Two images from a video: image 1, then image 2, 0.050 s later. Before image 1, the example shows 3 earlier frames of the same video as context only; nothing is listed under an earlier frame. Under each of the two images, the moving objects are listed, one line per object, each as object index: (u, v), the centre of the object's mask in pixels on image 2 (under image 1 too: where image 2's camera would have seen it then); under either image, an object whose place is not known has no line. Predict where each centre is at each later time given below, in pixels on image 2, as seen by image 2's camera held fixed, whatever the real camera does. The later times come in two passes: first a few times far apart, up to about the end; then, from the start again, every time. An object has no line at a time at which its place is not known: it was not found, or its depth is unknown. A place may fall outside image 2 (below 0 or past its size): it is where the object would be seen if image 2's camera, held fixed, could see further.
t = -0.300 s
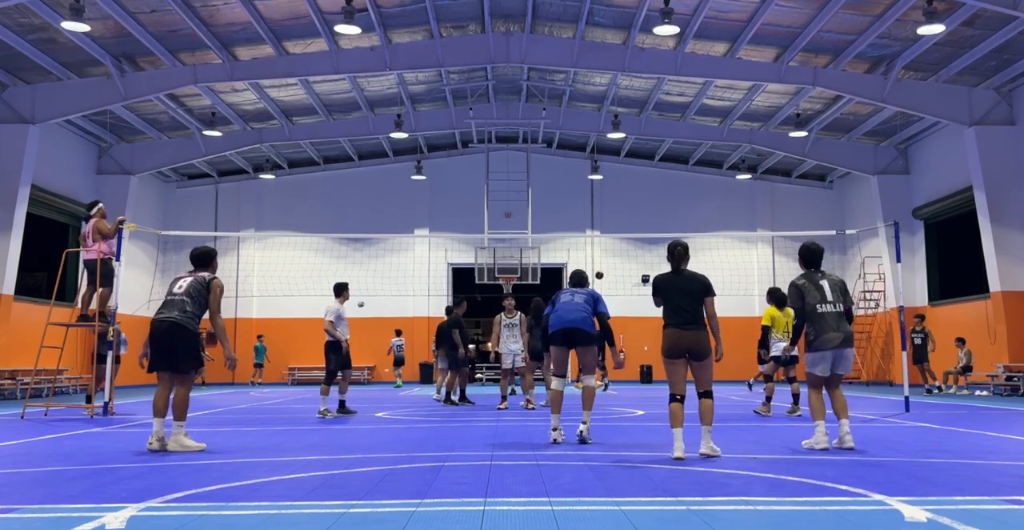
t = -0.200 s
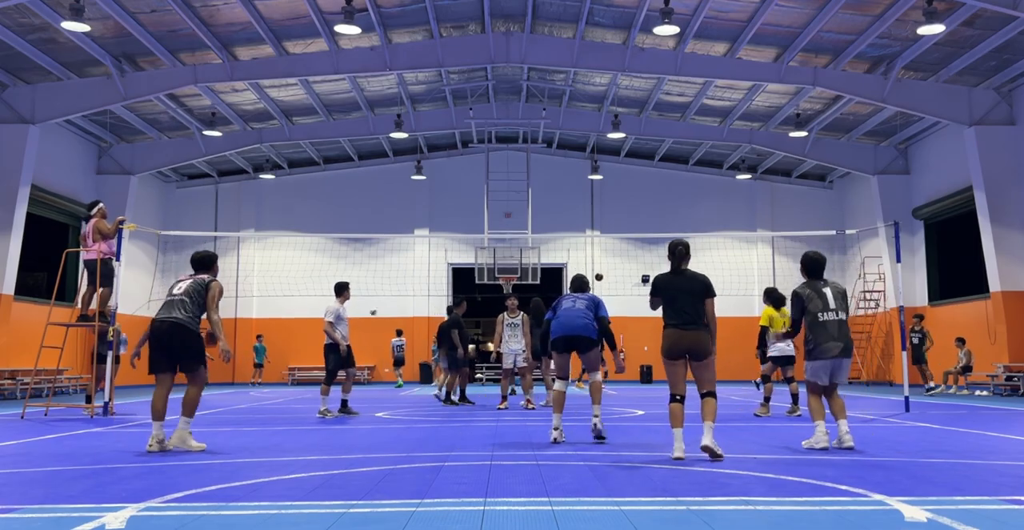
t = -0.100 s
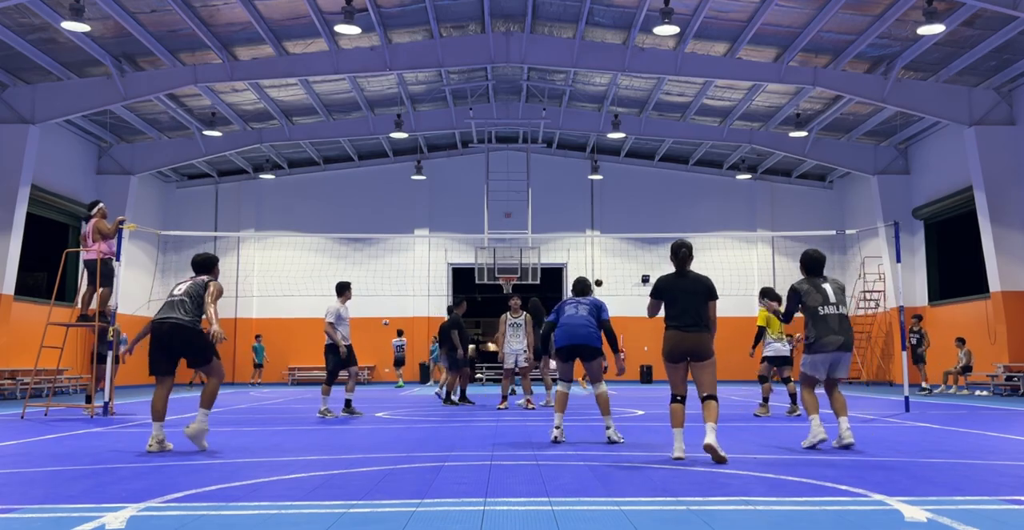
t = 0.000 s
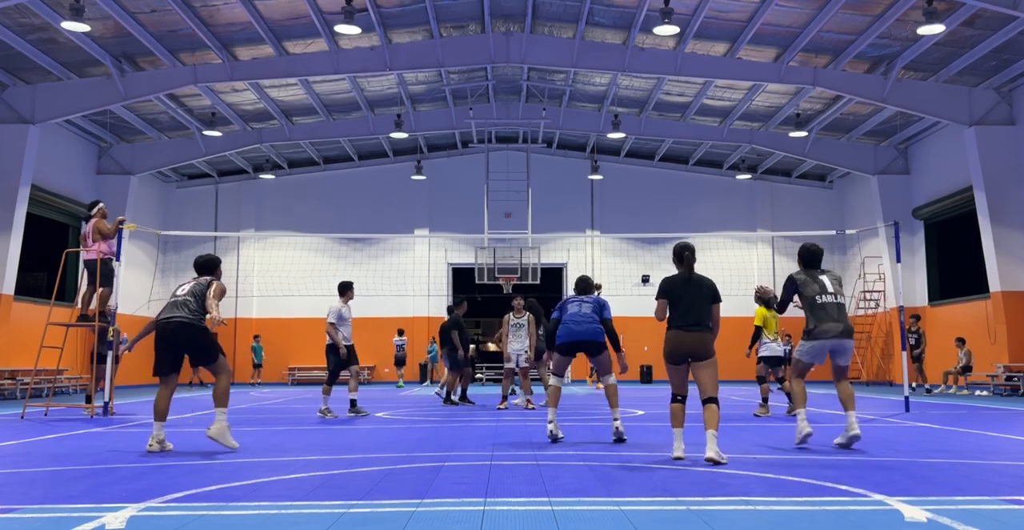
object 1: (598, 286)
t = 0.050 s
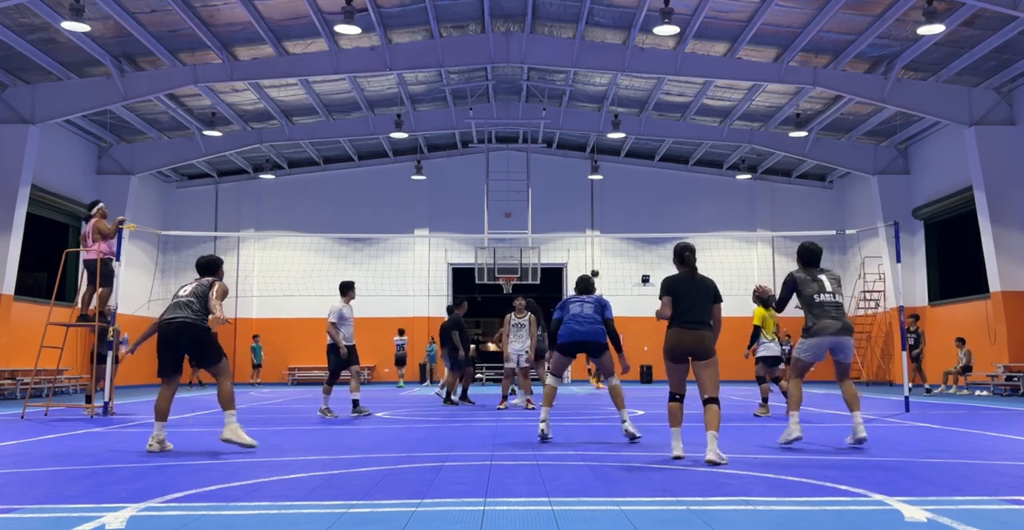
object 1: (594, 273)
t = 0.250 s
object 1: (585, 223)
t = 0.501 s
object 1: (579, 175)
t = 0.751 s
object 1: (582, 143)
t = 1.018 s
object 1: (592, 138)
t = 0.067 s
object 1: (594, 269)
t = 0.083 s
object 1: (593, 264)
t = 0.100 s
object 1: (592, 260)
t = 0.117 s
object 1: (591, 256)
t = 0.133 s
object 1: (590, 252)
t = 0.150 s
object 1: (589, 248)
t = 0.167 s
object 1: (589, 243)
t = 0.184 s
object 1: (588, 240)
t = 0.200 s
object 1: (587, 235)
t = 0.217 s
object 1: (586, 230)
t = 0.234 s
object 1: (586, 227)
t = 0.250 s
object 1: (585, 223)
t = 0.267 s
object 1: (584, 219)
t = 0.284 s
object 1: (584, 216)
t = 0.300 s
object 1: (584, 211)
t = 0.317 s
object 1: (583, 208)
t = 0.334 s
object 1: (583, 205)
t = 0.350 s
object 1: (583, 201)
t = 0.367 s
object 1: (582, 198)
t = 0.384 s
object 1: (582, 195)
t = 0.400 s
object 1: (581, 191)
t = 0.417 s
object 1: (581, 188)
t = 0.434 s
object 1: (581, 186)
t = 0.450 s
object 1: (580, 183)
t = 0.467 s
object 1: (580, 180)
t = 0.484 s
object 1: (580, 177)
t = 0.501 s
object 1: (579, 175)
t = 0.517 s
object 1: (579, 172)
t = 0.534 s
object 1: (579, 169)
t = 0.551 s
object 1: (579, 167)
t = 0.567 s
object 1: (579, 164)
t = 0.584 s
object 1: (579, 162)
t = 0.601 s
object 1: (580, 160)
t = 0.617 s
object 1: (580, 158)
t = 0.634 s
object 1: (580, 156)
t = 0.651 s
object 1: (580, 154)
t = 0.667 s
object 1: (580, 150)
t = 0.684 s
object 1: (581, 149)
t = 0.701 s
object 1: (581, 147)
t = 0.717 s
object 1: (581, 146)
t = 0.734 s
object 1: (581, 144)
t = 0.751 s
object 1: (582, 143)
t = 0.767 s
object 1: (582, 142)
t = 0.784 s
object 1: (583, 140)
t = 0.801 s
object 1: (583, 139)
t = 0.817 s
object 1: (584, 138)
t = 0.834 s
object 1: (585, 137)
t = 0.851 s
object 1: (587, 135)
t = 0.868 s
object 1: (587, 135)
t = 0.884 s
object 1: (588, 135)
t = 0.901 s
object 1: (589, 134)
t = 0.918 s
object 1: (589, 134)
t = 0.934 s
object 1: (590, 134)
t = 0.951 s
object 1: (590, 134)
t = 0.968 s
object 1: (591, 134)
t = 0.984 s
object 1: (591, 136)
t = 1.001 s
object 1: (592, 137)
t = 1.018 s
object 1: (592, 138)
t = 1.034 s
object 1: (593, 139)
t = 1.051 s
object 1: (593, 141)
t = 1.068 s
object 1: (594, 143)
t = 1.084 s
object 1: (595, 145)
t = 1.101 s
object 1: (595, 149)
